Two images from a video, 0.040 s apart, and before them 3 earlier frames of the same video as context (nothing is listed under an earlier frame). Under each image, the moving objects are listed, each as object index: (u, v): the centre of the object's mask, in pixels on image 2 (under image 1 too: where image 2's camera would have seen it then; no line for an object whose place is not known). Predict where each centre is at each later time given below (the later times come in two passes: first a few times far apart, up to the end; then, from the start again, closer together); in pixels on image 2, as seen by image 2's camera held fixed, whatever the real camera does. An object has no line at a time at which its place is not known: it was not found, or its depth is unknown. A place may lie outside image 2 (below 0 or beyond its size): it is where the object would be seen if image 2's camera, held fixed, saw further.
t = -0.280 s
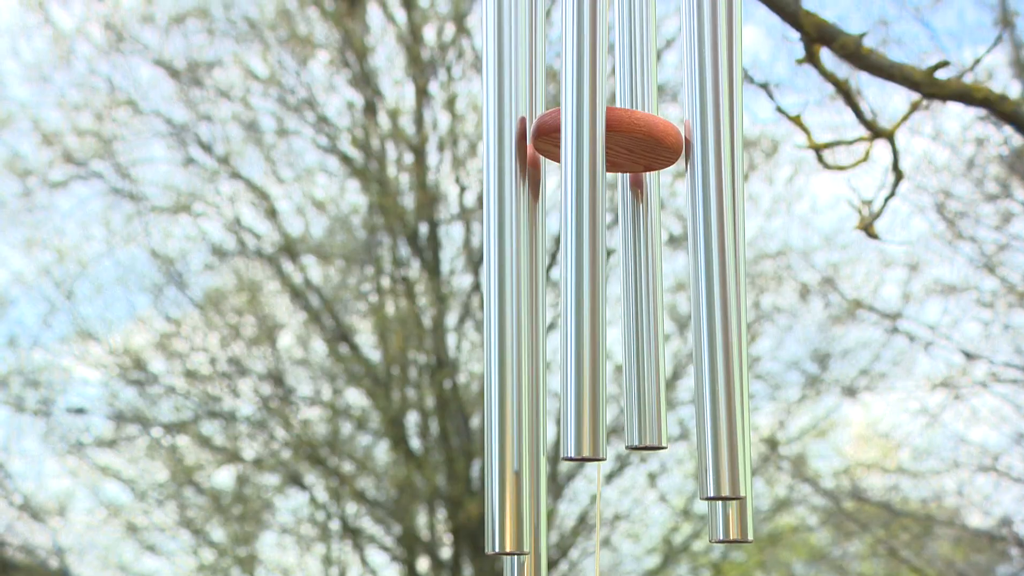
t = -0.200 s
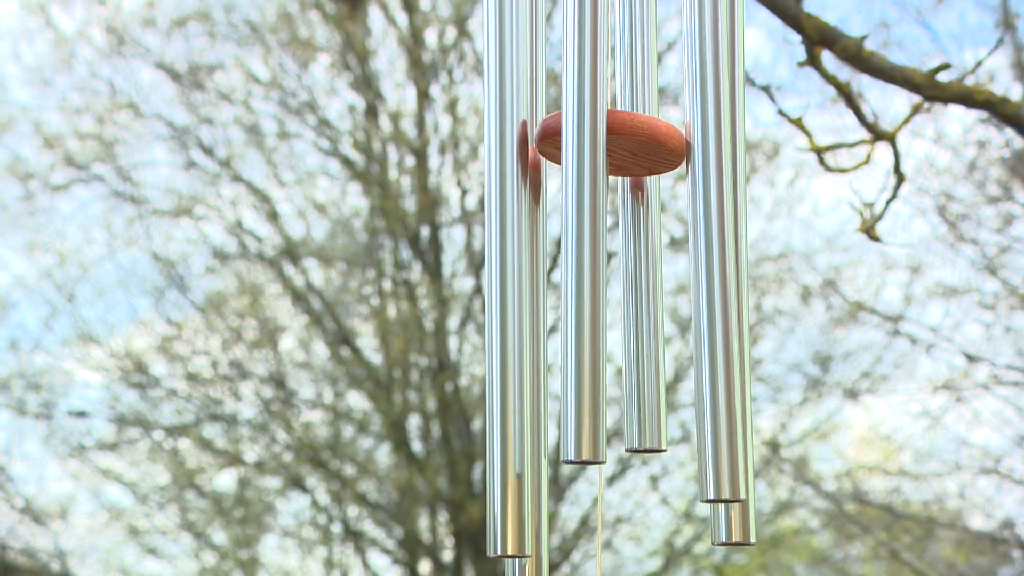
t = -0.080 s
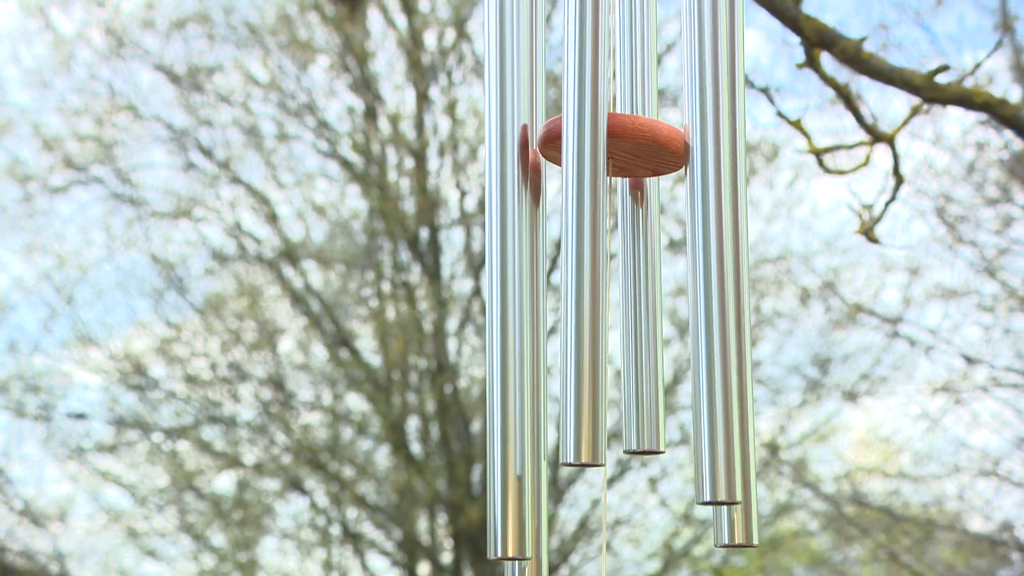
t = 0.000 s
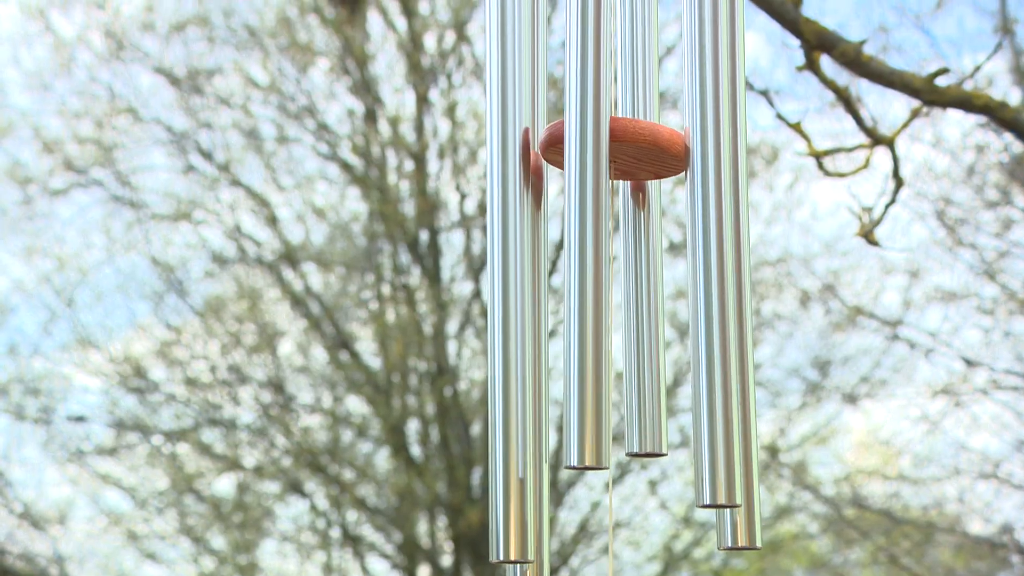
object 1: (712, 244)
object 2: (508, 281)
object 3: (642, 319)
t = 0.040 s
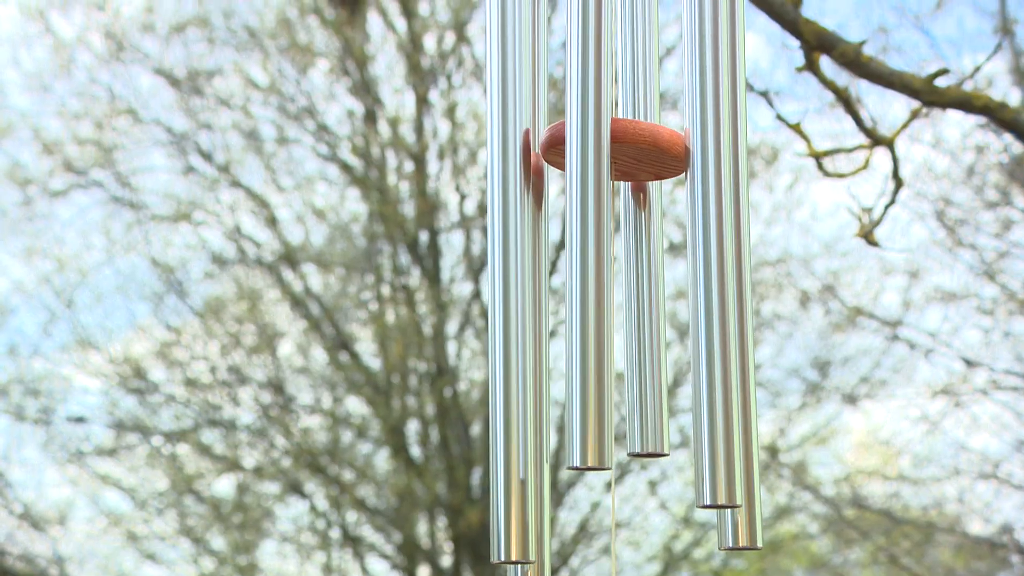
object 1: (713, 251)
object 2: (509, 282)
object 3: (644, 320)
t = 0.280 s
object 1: (716, 258)
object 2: (515, 284)
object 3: (652, 320)
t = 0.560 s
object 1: (727, 242)
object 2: (520, 278)
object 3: (652, 318)
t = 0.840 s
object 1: (730, 248)
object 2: (516, 283)
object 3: (654, 320)
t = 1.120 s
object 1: (719, 251)
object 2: (510, 285)
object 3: (645, 322)
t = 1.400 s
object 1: (711, 254)
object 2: (510, 281)
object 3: (643, 321)
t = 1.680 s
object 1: (713, 252)
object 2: (511, 285)
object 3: (640, 324)
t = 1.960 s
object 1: (724, 252)
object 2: (511, 286)
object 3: (650, 324)
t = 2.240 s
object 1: (731, 256)
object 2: (521, 288)
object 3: (659, 324)
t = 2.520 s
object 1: (730, 259)
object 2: (524, 291)
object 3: (655, 322)
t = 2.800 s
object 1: (713, 262)
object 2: (513, 293)
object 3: (645, 325)
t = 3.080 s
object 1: (716, 270)
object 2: (512, 298)
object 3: (650, 323)
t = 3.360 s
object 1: (723, 271)
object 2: (517, 304)
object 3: (651, 323)
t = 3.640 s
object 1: (737, 261)
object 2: (530, 293)
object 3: (660, 320)
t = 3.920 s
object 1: (738, 262)
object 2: (533, 296)
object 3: (663, 322)
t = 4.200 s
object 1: (735, 257)
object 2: (527, 297)
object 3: (665, 320)
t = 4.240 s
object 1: (735, 258)
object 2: (526, 299)
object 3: (663, 321)
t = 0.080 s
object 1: (712, 249)
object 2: (508, 284)
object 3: (644, 321)
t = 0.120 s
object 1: (713, 254)
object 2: (510, 286)
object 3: (647, 322)
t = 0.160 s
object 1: (712, 254)
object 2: (511, 285)
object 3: (647, 322)
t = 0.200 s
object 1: (714, 255)
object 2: (512, 285)
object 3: (648, 321)
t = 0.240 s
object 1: (714, 257)
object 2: (513, 283)
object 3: (649, 320)
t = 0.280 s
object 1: (716, 258)
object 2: (515, 284)
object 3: (652, 320)
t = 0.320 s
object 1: (721, 247)
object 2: (515, 284)
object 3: (652, 320)
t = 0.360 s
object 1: (718, 245)
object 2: (513, 282)
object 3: (650, 318)
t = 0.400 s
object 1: (723, 250)
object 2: (517, 281)
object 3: (651, 318)
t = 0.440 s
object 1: (726, 248)
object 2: (520, 280)
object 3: (653, 319)
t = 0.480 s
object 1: (728, 245)
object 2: (522, 280)
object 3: (654, 319)
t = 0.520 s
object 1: (728, 244)
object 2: (521, 278)
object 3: (653, 318)
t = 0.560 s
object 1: (727, 242)
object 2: (520, 278)
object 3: (652, 318)
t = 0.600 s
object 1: (728, 241)
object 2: (520, 279)
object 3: (653, 318)
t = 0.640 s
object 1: (729, 240)
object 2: (521, 278)
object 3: (654, 318)
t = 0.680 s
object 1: (731, 240)
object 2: (522, 278)
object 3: (655, 319)
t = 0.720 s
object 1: (734, 246)
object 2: (522, 277)
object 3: (656, 319)
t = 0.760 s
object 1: (733, 248)
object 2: (521, 280)
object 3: (656, 319)
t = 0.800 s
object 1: (730, 247)
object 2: (516, 281)
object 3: (653, 319)
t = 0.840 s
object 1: (730, 248)
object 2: (516, 283)
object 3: (654, 320)
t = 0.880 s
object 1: (728, 248)
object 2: (514, 282)
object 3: (652, 321)
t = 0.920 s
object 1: (726, 248)
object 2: (513, 284)
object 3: (650, 320)
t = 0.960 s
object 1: (725, 249)
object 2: (512, 284)
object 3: (650, 321)
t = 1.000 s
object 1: (724, 251)
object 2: (512, 285)
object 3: (649, 321)
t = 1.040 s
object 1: (722, 251)
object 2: (510, 284)
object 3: (647, 321)
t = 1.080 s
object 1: (720, 253)
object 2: (509, 287)
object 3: (645, 322)
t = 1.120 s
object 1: (719, 251)
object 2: (510, 285)
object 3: (645, 322)
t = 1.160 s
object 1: (718, 252)
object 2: (510, 285)
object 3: (645, 322)
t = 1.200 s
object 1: (715, 250)
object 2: (508, 284)
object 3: (643, 320)
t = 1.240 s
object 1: (715, 250)
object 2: (508, 284)
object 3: (643, 321)
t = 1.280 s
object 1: (714, 251)
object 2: (508, 285)
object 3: (643, 322)
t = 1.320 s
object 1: (714, 251)
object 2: (509, 286)
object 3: (643, 322)
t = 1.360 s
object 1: (711, 256)
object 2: (509, 283)
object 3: (643, 320)
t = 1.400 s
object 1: (711, 254)
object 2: (510, 281)
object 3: (643, 321)
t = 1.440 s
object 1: (712, 253)
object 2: (511, 282)
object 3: (643, 321)
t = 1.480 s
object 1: (713, 249)
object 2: (512, 281)
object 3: (642, 322)
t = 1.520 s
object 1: (712, 251)
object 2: (511, 285)
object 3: (640, 324)
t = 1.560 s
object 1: (712, 251)
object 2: (508, 285)
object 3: (637, 323)
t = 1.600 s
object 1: (710, 249)
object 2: (508, 285)
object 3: (637, 323)
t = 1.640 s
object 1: (712, 251)
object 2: (510, 286)
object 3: (639, 324)
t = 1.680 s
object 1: (713, 252)
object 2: (511, 285)
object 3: (640, 324)
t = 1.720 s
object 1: (715, 249)
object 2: (511, 284)
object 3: (642, 322)
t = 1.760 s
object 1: (713, 249)
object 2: (510, 284)
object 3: (642, 322)
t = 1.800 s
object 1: (714, 251)
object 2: (510, 281)
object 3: (643, 320)
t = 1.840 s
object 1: (715, 251)
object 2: (510, 281)
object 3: (644, 321)
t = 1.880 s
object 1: (717, 253)
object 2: (512, 282)
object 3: (647, 322)
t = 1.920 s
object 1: (723, 248)
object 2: (512, 281)
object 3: (649, 323)
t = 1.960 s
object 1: (724, 252)
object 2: (511, 286)
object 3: (650, 324)
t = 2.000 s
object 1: (721, 248)
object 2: (512, 289)
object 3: (651, 324)
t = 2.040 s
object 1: (722, 250)
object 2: (513, 289)
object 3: (653, 325)
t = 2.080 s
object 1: (725, 254)
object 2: (516, 287)
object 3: (654, 324)
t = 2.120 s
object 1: (726, 255)
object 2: (517, 288)
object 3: (655, 323)
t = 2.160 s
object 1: (726, 255)
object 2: (517, 286)
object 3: (655, 323)
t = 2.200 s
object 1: (728, 255)
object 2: (519, 287)
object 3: (657, 323)
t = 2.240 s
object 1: (731, 256)
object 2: (521, 288)
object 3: (659, 324)
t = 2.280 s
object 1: (733, 253)
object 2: (524, 287)
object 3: (662, 322)
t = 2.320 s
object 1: (735, 252)
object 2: (527, 286)
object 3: (663, 321)
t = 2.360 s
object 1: (731, 255)
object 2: (524, 286)
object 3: (659, 323)
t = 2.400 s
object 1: (730, 256)
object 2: (523, 285)
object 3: (658, 324)
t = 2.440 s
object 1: (731, 259)
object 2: (525, 289)
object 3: (658, 325)
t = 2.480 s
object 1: (732, 262)
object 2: (525, 292)
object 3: (657, 324)
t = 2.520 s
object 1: (730, 259)
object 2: (524, 291)
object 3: (655, 322)
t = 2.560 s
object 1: (727, 258)
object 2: (521, 288)
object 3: (652, 321)
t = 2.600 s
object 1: (725, 254)
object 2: (521, 286)
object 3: (650, 320)
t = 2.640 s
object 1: (728, 254)
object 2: (523, 286)
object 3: (651, 321)
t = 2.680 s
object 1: (729, 257)
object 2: (525, 283)
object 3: (651, 320)
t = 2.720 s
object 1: (724, 256)
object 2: (519, 288)
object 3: (648, 322)
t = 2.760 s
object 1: (720, 252)
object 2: (515, 288)
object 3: (645, 322)
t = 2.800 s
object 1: (713, 262)
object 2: (513, 293)
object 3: (645, 325)
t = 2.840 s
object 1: (712, 268)
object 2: (511, 295)
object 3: (645, 328)
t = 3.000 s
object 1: (712, 271)
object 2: (509, 299)
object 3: (648, 326)
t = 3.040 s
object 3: (650, 326)
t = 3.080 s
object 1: (716, 270)
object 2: (512, 298)
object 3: (650, 323)
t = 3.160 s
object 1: (718, 263)
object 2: (508, 300)
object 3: (646, 322)
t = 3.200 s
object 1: (720, 265)
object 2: (510, 300)
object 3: (647, 322)
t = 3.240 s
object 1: (720, 267)
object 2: (511, 304)
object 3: (648, 324)
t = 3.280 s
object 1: (721, 270)
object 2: (512, 304)
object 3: (649, 324)
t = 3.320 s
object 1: (722, 270)
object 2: (516, 304)
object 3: (650, 324)
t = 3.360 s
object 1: (723, 271)
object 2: (517, 304)
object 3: (651, 323)
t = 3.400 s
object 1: (728, 269)
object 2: (519, 302)
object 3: (652, 321)
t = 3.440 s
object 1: (731, 264)
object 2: (522, 299)
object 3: (655, 320)
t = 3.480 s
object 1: (733, 263)
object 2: (525, 298)
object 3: (658, 320)
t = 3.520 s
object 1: (735, 263)
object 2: (526, 296)
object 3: (659, 319)
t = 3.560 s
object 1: (736, 260)
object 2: (528, 293)
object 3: (659, 318)
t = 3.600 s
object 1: (735, 260)
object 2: (528, 293)
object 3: (659, 319)
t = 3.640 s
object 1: (737, 261)
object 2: (530, 293)
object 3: (660, 320)
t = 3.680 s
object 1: (738, 263)
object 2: (532, 294)
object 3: (661, 321)
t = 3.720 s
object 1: (736, 259)
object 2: (533, 295)
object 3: (661, 322)
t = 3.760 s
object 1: (738, 265)
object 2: (534, 295)
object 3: (661, 322)
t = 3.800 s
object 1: (735, 259)
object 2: (533, 295)
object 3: (661, 322)
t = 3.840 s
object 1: (735, 258)
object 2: (533, 295)
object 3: (661, 322)
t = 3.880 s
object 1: (735, 258)
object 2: (533, 296)
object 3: (662, 323)
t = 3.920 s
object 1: (738, 262)
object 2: (533, 296)
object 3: (663, 322)
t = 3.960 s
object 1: (738, 264)
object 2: (532, 297)
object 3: (664, 324)
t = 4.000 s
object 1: (738, 268)
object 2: (531, 300)
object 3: (665, 324)
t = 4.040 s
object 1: (736, 261)
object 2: (531, 300)
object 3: (666, 324)
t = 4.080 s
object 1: (736, 259)
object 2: (530, 299)
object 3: (667, 321)
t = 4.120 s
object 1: (736, 259)
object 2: (529, 298)
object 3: (667, 321)
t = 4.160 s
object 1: (735, 259)
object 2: (527, 297)
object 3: (665, 321)
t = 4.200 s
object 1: (735, 257)
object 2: (527, 297)
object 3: (665, 320)
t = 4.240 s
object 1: (735, 258)
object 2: (526, 299)
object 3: (663, 321)
